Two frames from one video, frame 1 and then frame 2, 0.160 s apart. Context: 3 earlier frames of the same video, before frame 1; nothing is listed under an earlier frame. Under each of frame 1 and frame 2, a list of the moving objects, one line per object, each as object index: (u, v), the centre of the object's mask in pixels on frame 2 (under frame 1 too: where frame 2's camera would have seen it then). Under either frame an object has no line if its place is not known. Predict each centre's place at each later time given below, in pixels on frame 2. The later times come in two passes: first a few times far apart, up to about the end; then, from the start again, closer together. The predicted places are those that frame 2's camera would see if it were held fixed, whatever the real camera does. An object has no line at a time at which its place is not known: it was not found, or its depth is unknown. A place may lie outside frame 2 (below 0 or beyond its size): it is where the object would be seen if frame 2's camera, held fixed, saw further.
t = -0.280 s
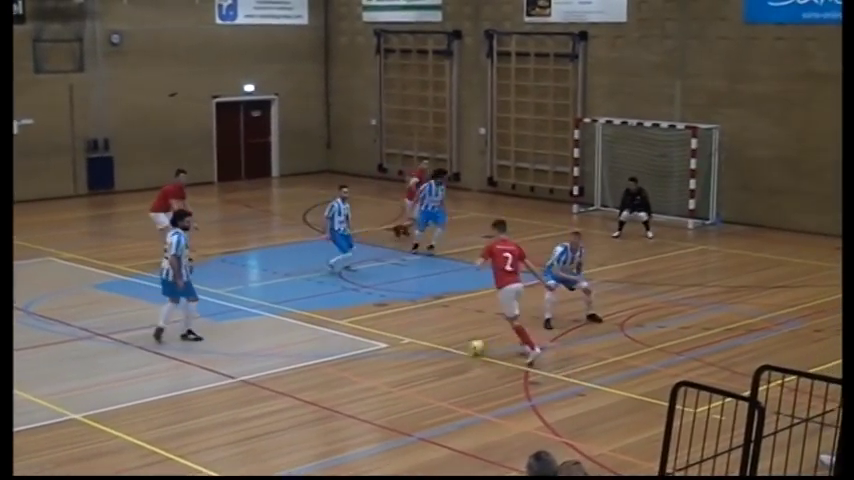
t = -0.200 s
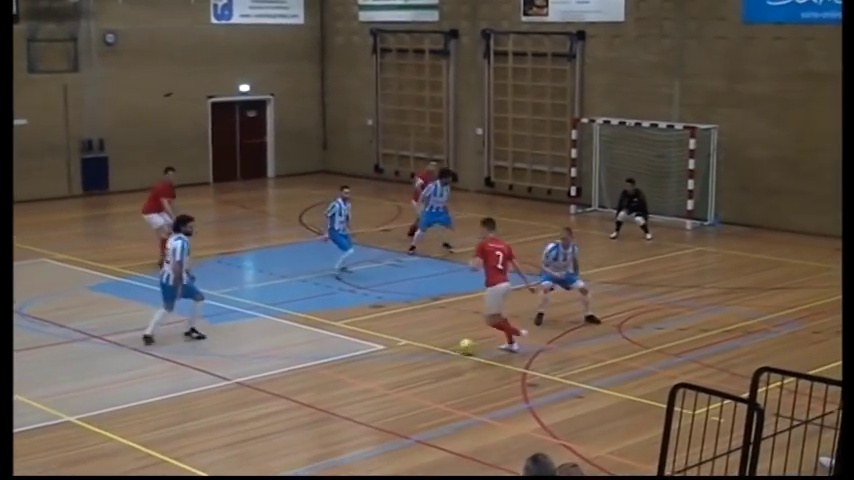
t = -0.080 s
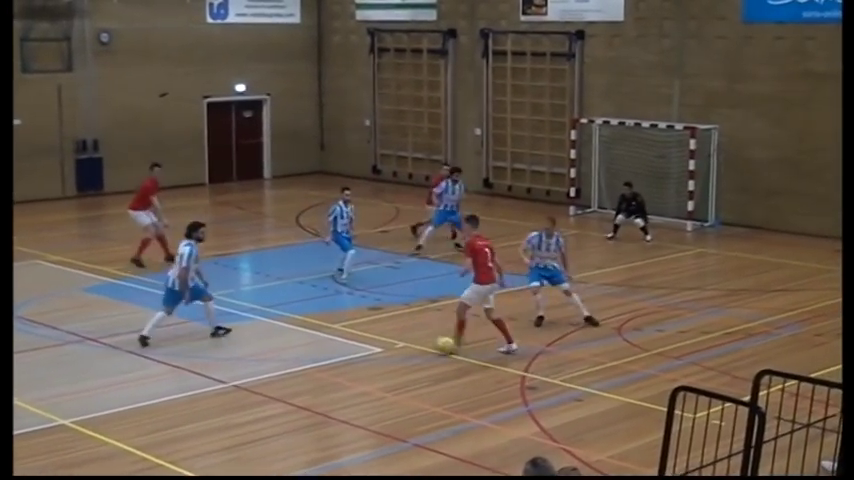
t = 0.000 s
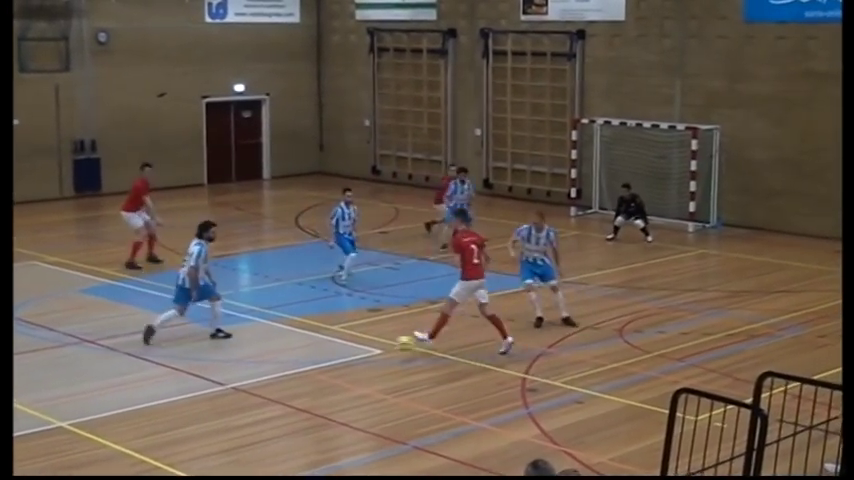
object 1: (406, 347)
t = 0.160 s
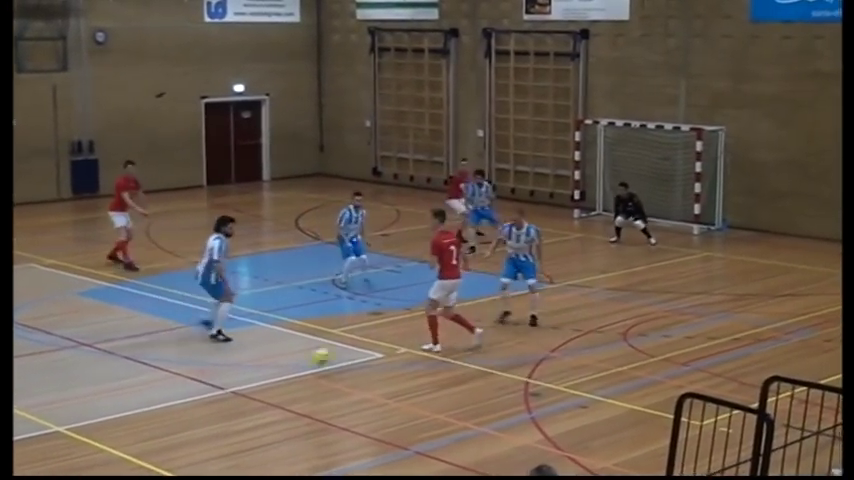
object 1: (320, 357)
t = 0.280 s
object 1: (256, 376)
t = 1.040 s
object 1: (-40, 411)
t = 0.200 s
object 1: (300, 361)
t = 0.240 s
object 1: (275, 370)
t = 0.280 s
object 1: (256, 376)
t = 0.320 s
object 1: (241, 377)
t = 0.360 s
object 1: (225, 375)
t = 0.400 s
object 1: (208, 377)
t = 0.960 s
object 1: (-10, 409)
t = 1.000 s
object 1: (-26, 411)
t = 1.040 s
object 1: (-40, 411)
